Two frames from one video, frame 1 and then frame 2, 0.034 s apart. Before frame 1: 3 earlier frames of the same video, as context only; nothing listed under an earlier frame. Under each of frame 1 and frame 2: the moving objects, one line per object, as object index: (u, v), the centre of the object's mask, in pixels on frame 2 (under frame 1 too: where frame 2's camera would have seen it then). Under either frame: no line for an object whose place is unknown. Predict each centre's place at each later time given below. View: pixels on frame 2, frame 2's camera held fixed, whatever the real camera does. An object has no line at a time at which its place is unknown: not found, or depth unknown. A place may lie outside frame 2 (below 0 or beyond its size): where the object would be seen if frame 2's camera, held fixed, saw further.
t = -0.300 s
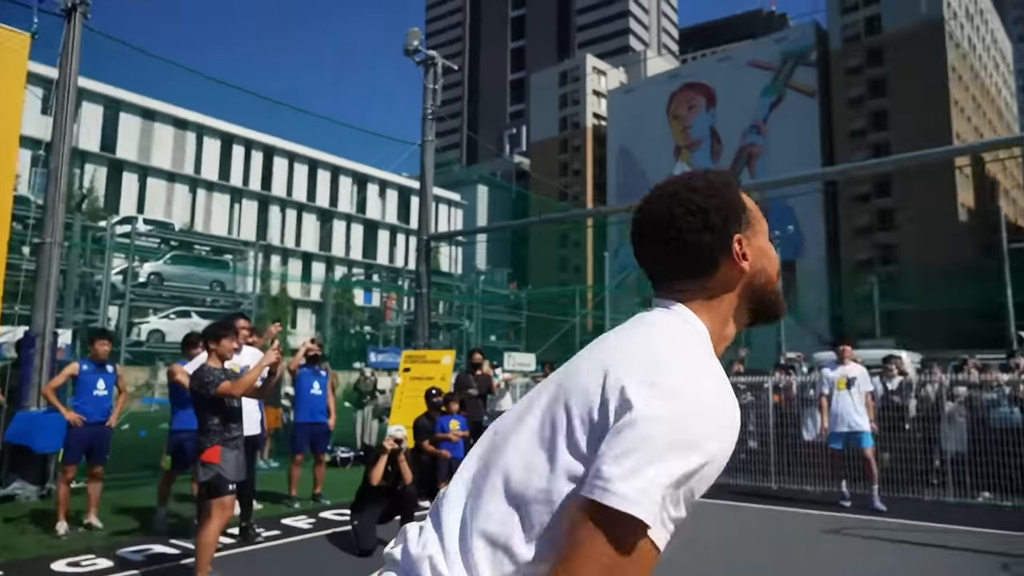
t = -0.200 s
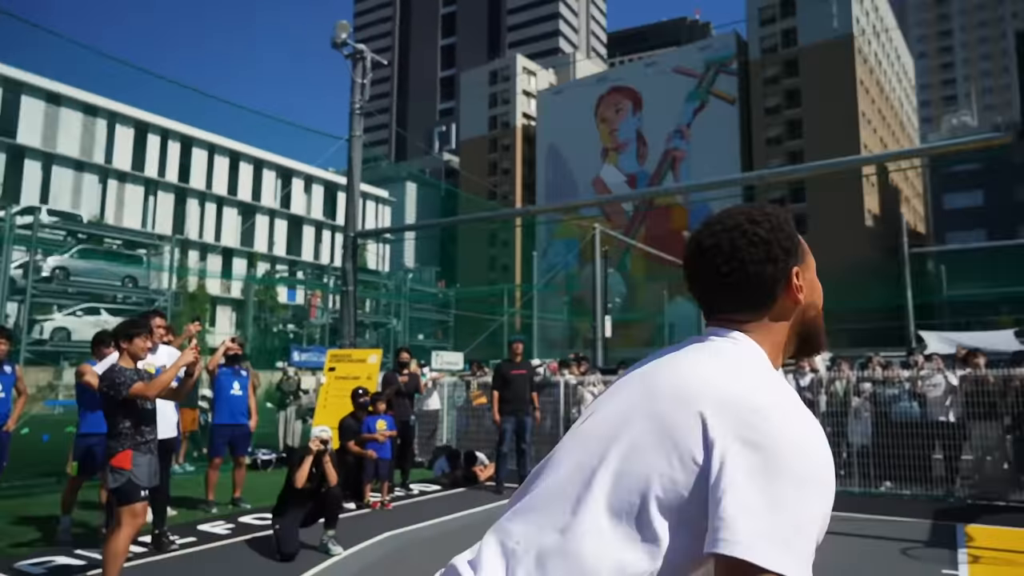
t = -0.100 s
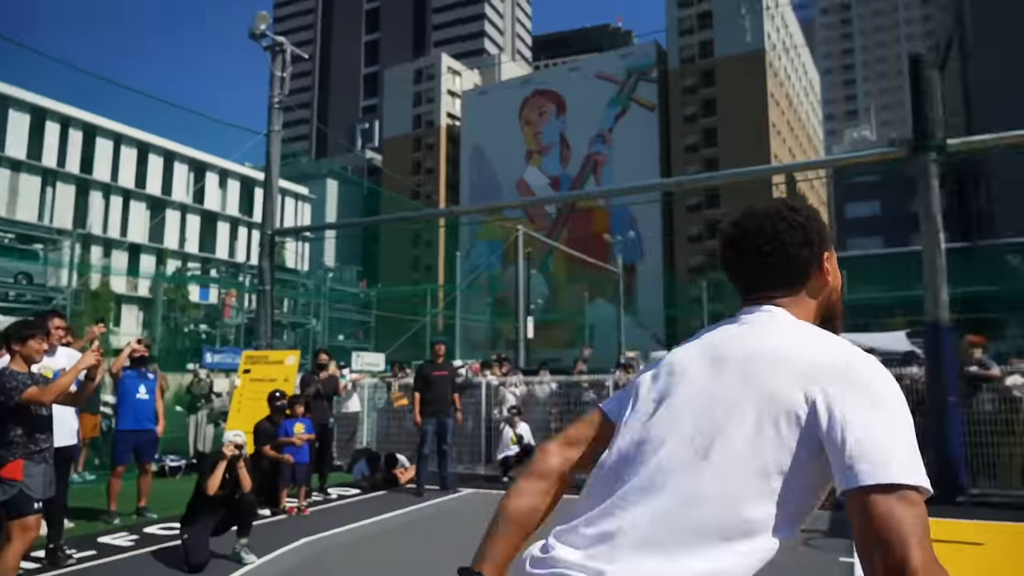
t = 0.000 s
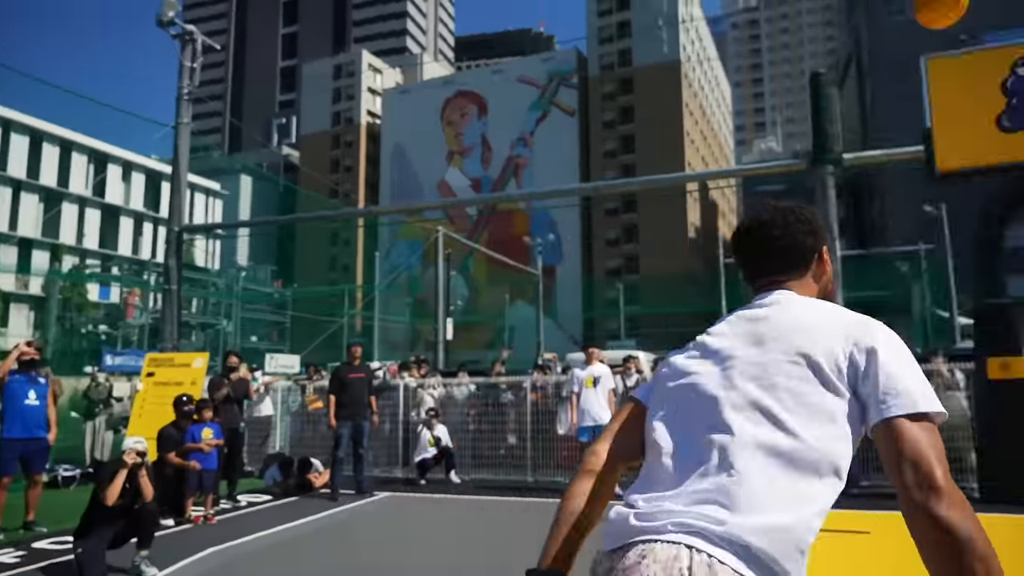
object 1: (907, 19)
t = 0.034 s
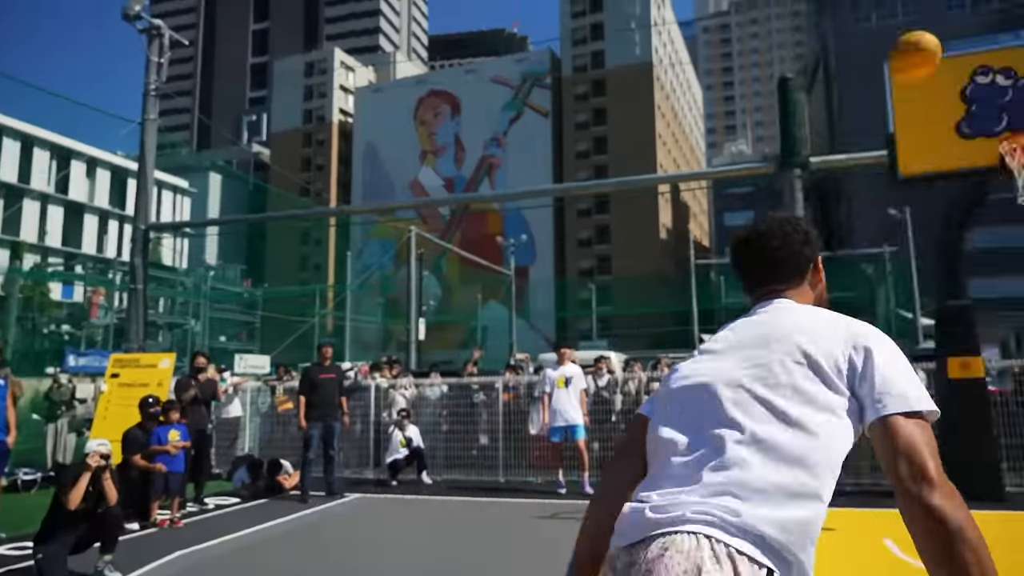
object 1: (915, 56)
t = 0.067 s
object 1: (926, 100)
